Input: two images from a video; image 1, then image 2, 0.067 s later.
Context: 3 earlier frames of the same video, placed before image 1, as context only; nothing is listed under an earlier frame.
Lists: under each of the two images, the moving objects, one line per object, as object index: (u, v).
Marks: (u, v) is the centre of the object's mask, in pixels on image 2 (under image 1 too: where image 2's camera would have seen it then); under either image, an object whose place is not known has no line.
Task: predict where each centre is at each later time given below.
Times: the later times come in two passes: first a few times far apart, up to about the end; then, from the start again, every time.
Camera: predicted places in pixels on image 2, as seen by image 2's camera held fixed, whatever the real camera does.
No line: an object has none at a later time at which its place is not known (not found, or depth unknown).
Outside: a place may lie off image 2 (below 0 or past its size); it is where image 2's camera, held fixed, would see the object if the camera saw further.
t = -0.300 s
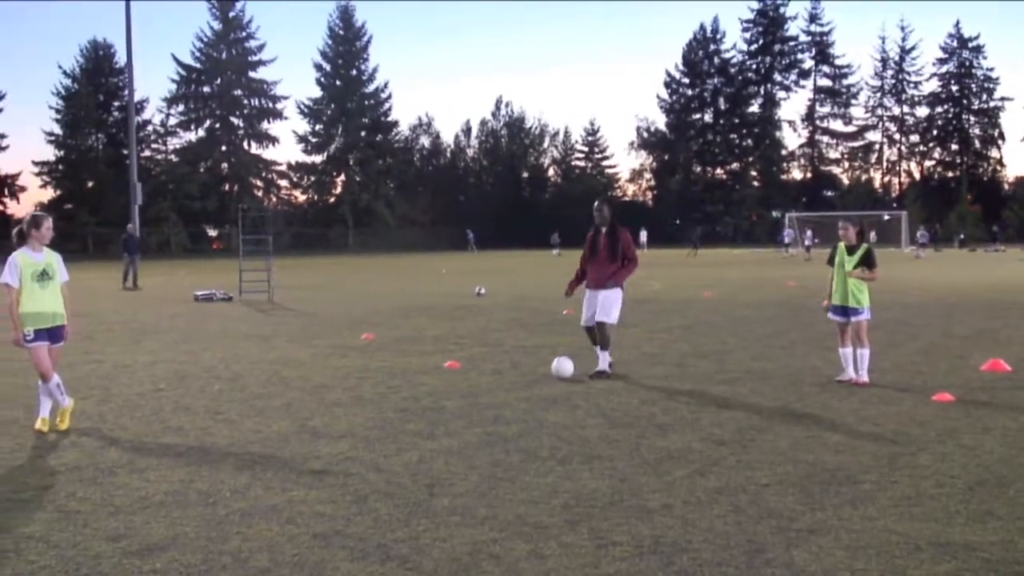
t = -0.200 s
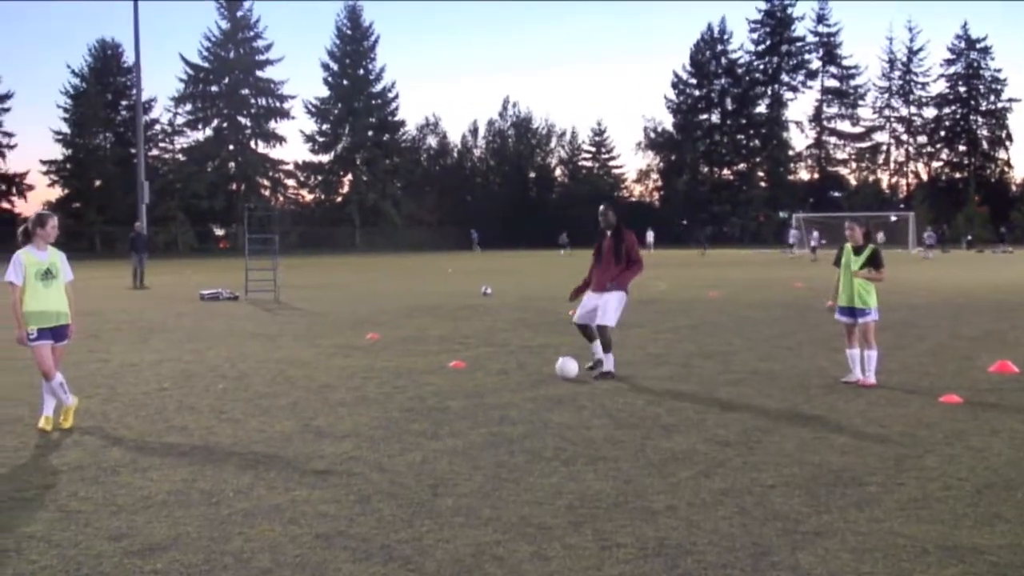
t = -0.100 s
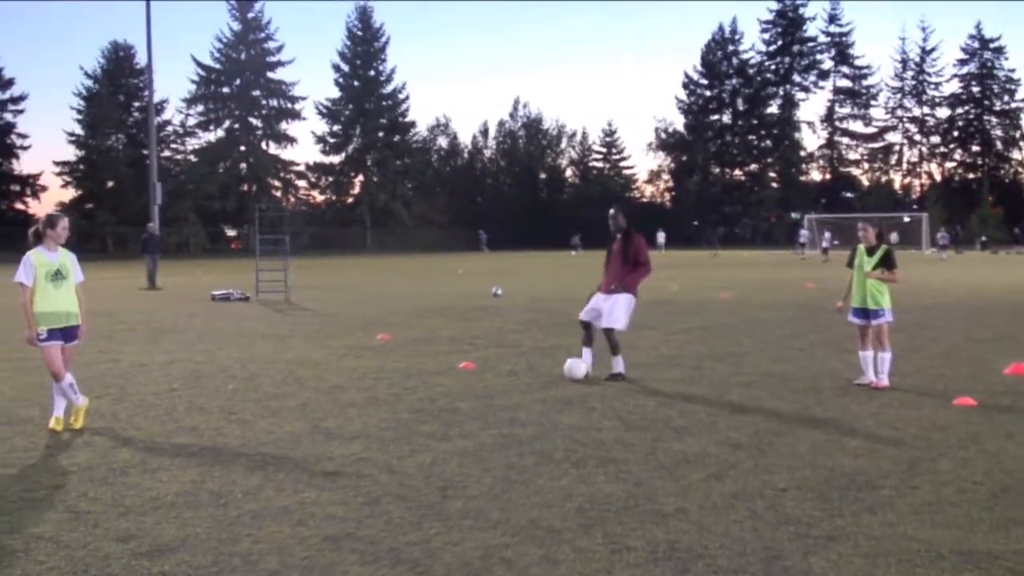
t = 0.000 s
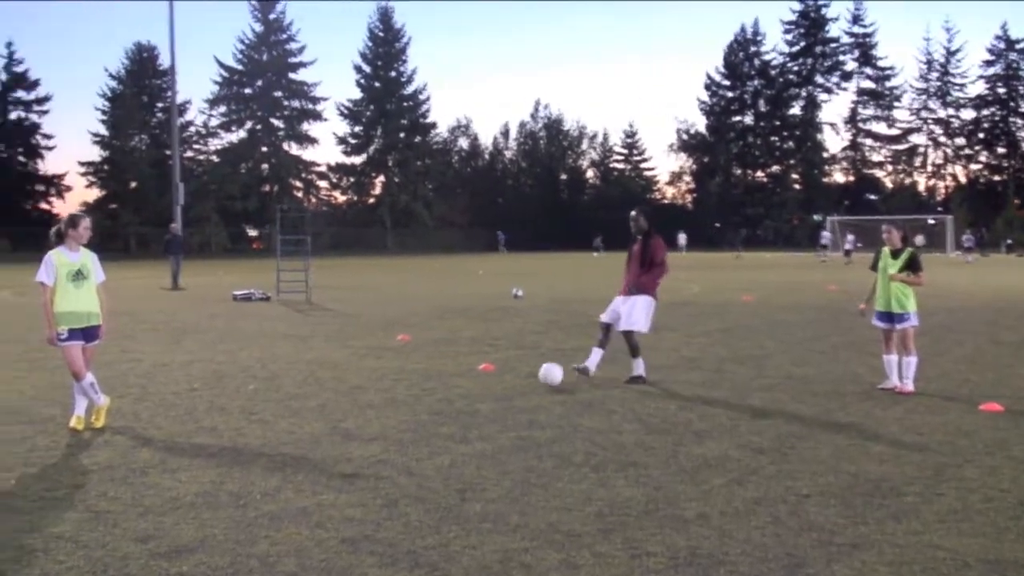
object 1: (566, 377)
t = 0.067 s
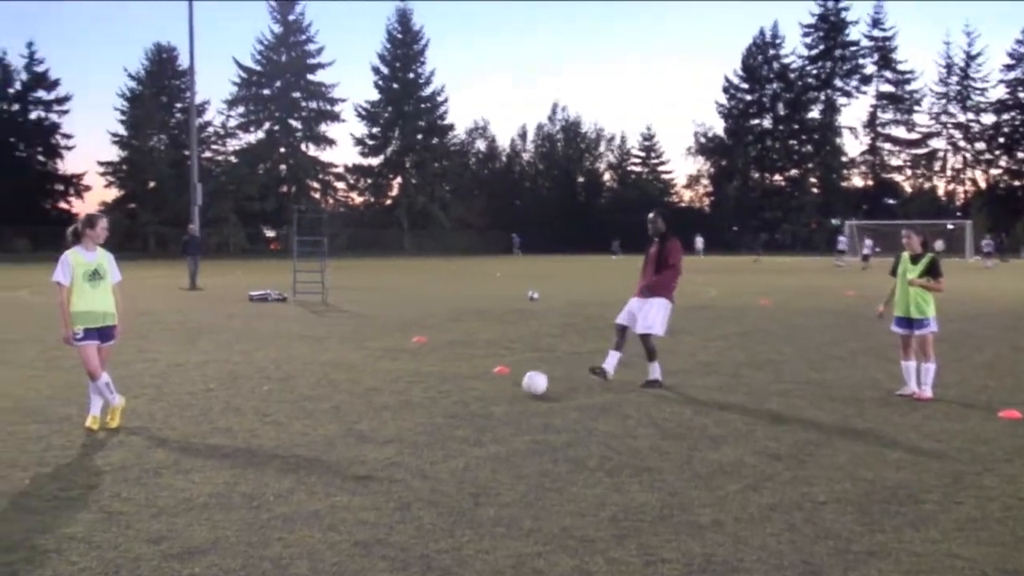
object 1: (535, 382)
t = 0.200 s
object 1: (476, 389)
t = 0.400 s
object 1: (396, 397)
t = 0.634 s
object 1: (312, 407)
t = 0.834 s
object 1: (236, 416)
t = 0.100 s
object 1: (520, 382)
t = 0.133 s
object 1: (506, 384)
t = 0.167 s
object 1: (490, 386)
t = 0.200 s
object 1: (476, 389)
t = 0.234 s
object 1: (462, 389)
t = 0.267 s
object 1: (448, 389)
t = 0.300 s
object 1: (435, 391)
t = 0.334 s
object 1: (421, 395)
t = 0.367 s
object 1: (408, 397)
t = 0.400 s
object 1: (396, 397)
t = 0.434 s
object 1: (384, 398)
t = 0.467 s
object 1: (372, 399)
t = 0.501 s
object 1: (359, 402)
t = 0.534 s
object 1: (346, 405)
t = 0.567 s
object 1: (335, 404)
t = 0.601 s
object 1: (324, 404)
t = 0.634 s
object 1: (312, 407)
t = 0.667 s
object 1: (300, 410)
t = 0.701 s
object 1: (288, 411)
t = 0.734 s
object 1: (275, 412)
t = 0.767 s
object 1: (262, 414)
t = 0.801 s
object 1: (249, 415)
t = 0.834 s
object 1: (236, 416)
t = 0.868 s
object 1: (224, 417)
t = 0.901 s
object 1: (211, 419)
